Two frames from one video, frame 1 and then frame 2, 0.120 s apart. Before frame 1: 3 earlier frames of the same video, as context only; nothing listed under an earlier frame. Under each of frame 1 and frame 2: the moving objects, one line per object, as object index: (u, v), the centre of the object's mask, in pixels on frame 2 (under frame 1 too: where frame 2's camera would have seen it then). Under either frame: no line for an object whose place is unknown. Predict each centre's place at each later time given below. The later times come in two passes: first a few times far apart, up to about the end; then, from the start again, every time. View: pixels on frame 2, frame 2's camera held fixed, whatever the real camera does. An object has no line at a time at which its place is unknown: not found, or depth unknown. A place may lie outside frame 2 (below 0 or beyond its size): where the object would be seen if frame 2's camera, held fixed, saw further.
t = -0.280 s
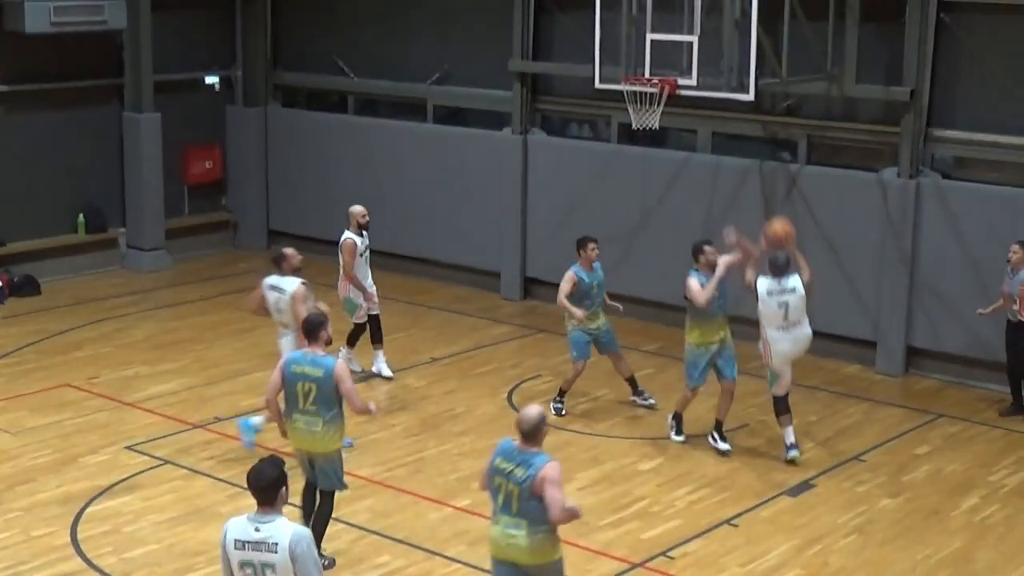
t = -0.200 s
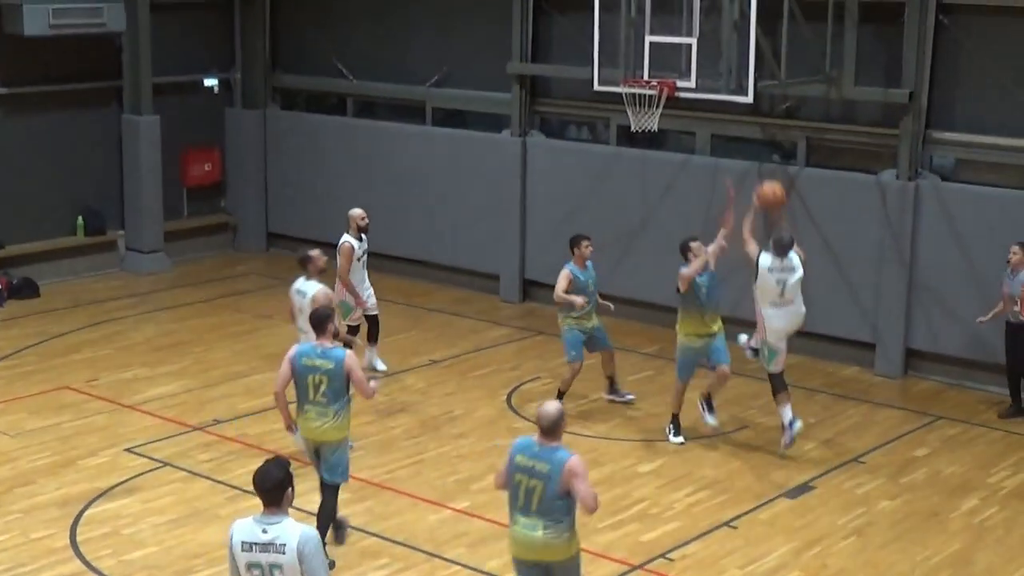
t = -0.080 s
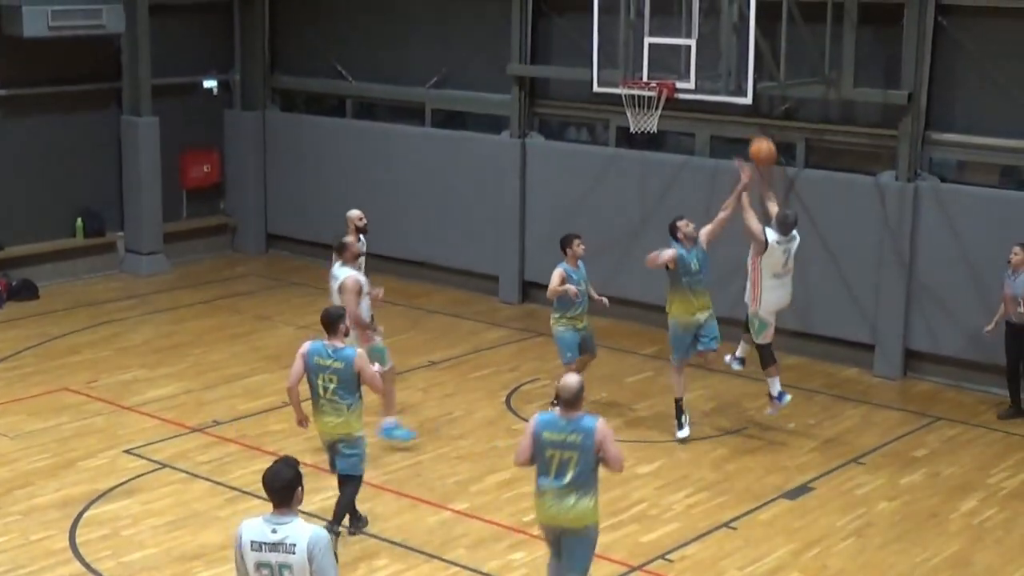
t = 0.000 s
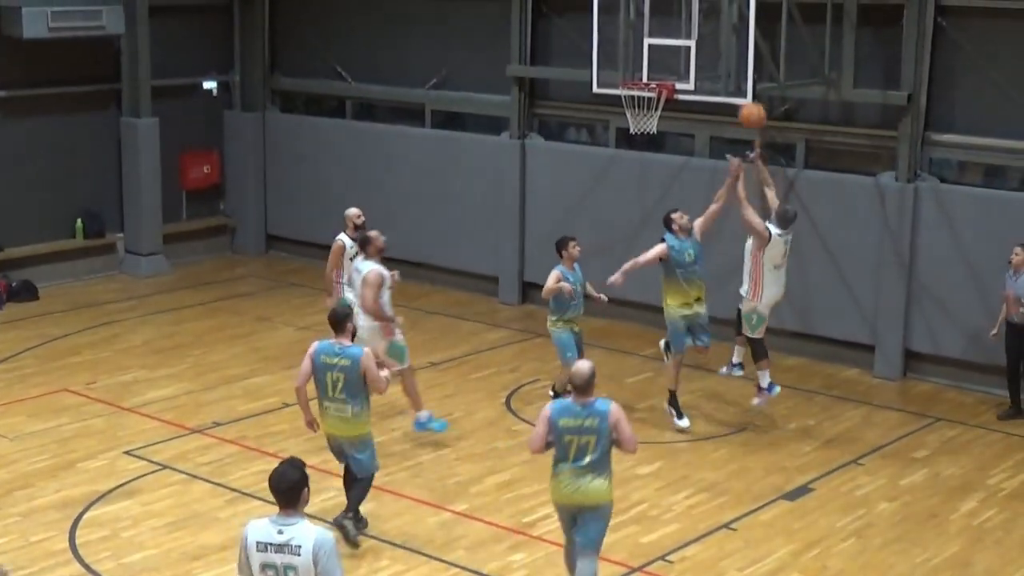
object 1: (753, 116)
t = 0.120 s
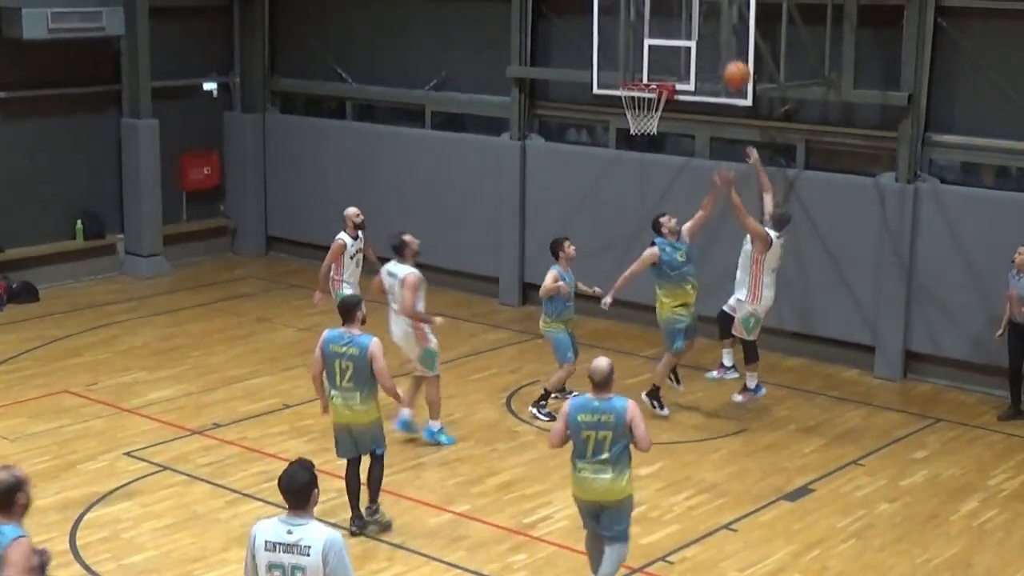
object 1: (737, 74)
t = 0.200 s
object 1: (727, 56)
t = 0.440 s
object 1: (680, 69)
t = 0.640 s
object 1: (677, 85)
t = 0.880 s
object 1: (686, 145)
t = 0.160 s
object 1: (732, 65)
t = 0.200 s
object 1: (727, 56)
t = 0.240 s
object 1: (720, 54)
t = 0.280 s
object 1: (712, 54)
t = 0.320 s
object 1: (704, 54)
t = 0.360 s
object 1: (696, 58)
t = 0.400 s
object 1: (688, 63)
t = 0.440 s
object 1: (680, 69)
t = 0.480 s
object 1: (673, 78)
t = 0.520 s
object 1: (673, 78)
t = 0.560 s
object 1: (674, 79)
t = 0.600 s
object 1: (675, 81)
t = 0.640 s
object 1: (677, 85)
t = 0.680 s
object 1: (679, 90)
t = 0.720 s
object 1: (680, 98)
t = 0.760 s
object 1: (682, 107)
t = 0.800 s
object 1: (684, 116)
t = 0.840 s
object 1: (685, 131)
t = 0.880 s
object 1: (686, 145)
